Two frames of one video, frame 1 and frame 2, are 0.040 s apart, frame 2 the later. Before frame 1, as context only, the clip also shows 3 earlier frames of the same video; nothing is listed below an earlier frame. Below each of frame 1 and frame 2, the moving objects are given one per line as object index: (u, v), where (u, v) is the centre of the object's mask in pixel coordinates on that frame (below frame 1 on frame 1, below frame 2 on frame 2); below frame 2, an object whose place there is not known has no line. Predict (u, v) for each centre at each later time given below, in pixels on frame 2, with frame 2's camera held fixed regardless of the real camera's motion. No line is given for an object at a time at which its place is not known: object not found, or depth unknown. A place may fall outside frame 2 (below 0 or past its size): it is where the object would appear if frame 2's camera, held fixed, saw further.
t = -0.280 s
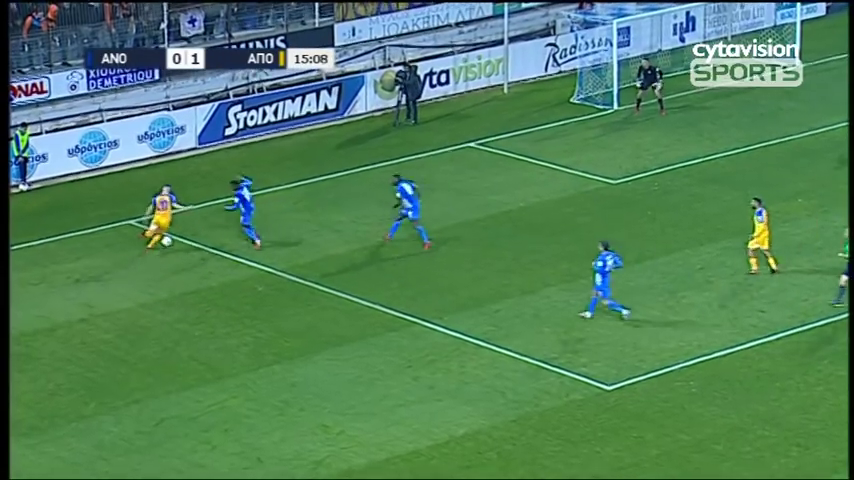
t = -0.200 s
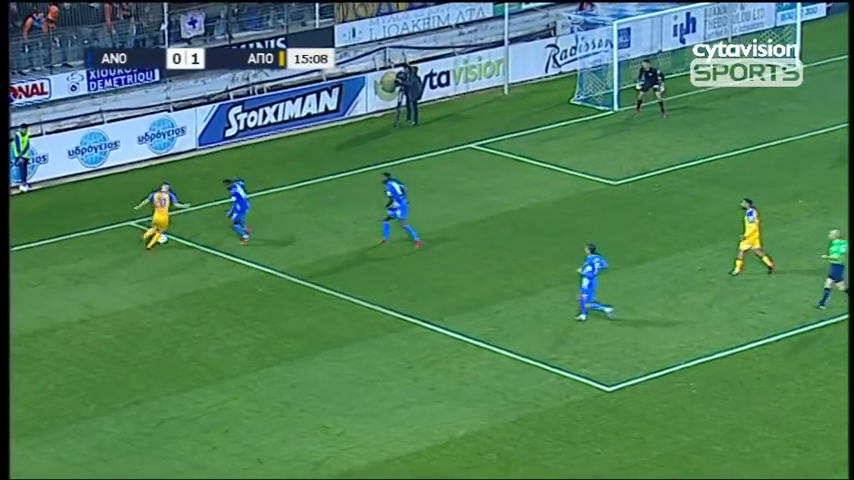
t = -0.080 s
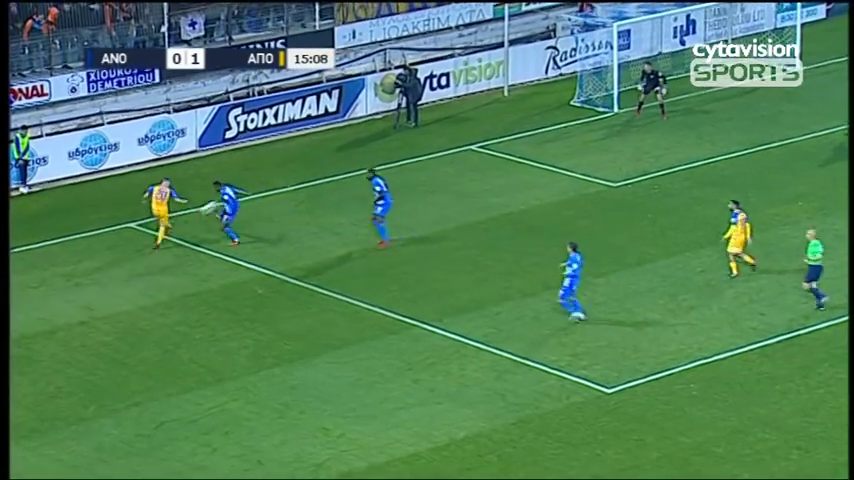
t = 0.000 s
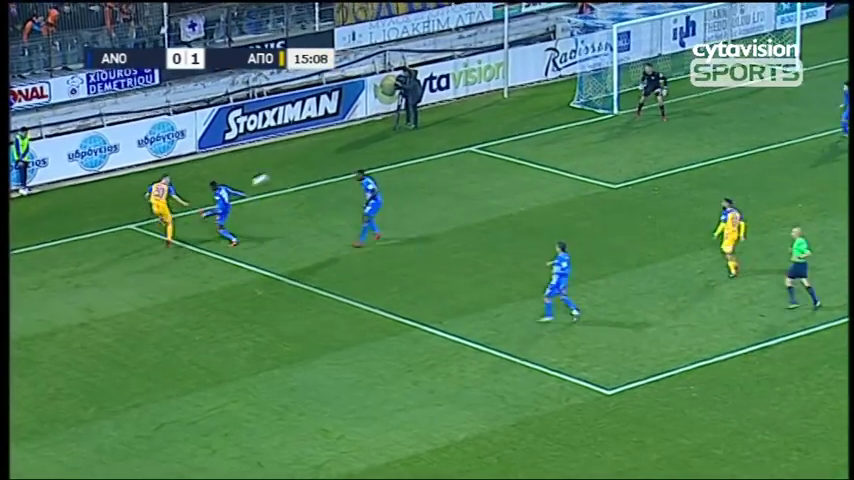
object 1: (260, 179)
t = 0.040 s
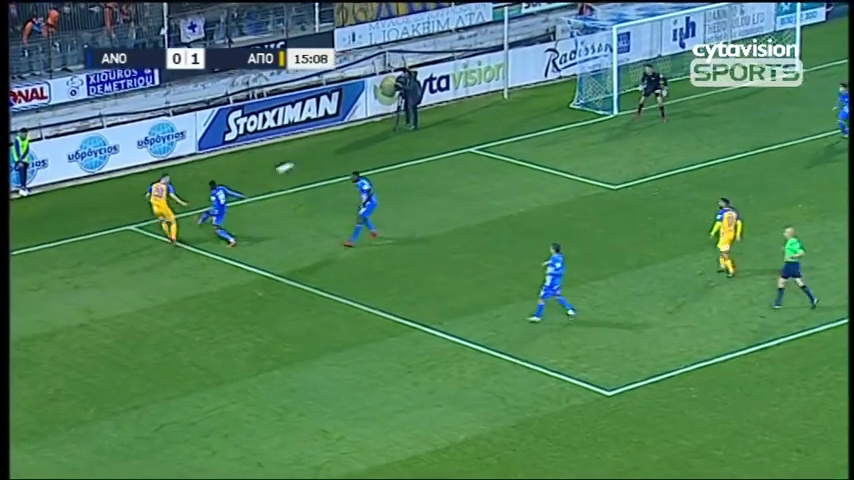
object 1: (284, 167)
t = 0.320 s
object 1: (447, 104)
